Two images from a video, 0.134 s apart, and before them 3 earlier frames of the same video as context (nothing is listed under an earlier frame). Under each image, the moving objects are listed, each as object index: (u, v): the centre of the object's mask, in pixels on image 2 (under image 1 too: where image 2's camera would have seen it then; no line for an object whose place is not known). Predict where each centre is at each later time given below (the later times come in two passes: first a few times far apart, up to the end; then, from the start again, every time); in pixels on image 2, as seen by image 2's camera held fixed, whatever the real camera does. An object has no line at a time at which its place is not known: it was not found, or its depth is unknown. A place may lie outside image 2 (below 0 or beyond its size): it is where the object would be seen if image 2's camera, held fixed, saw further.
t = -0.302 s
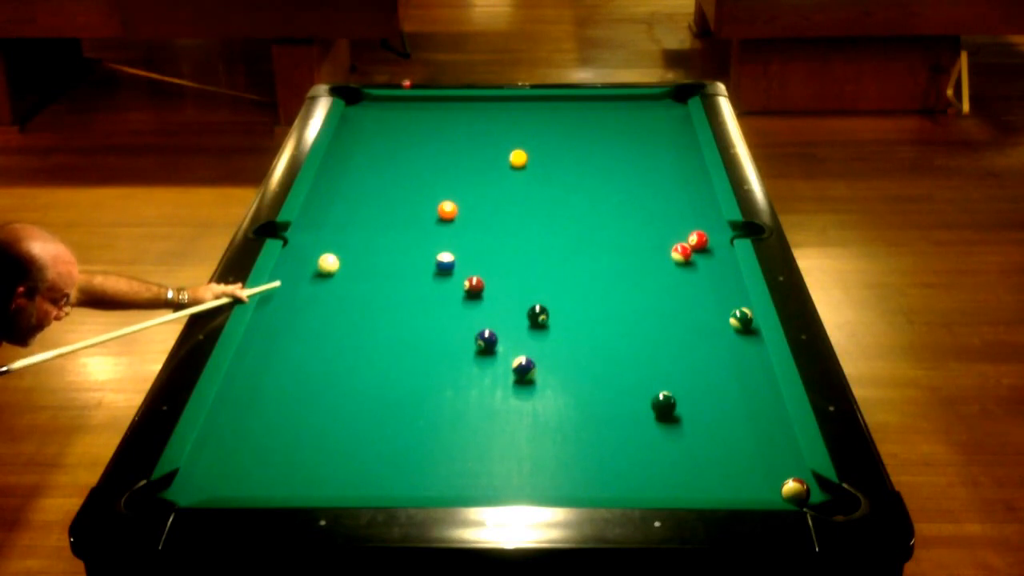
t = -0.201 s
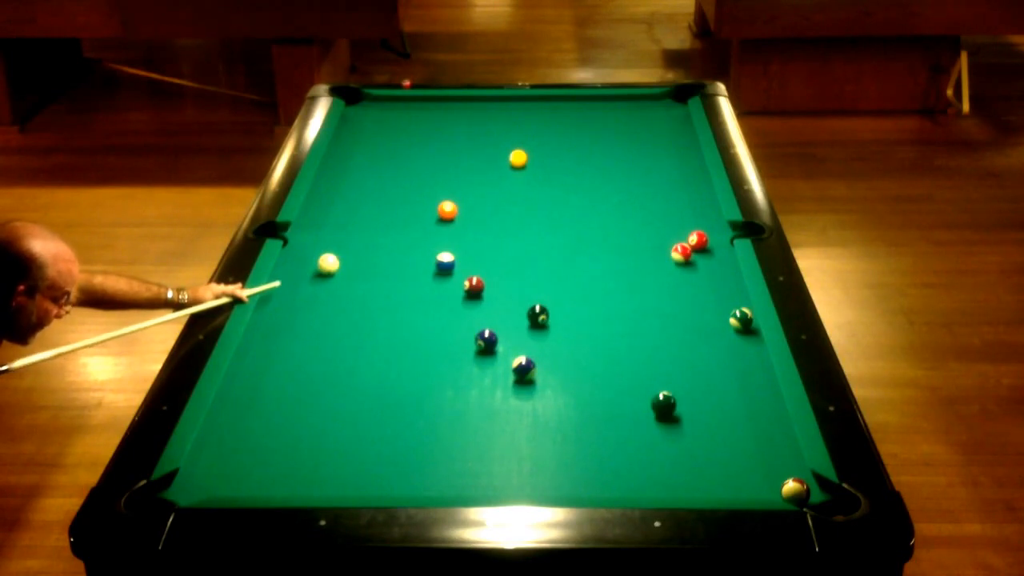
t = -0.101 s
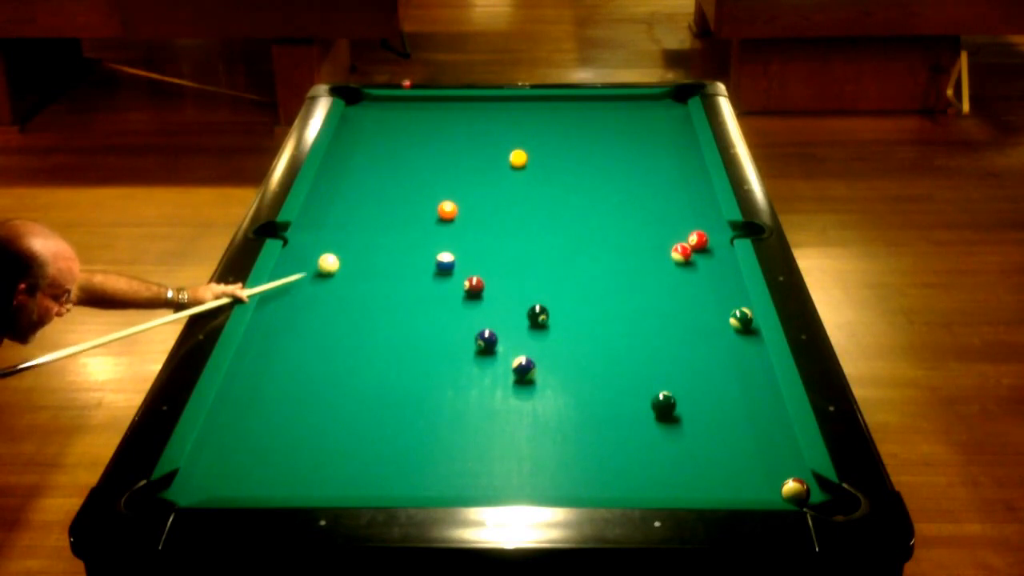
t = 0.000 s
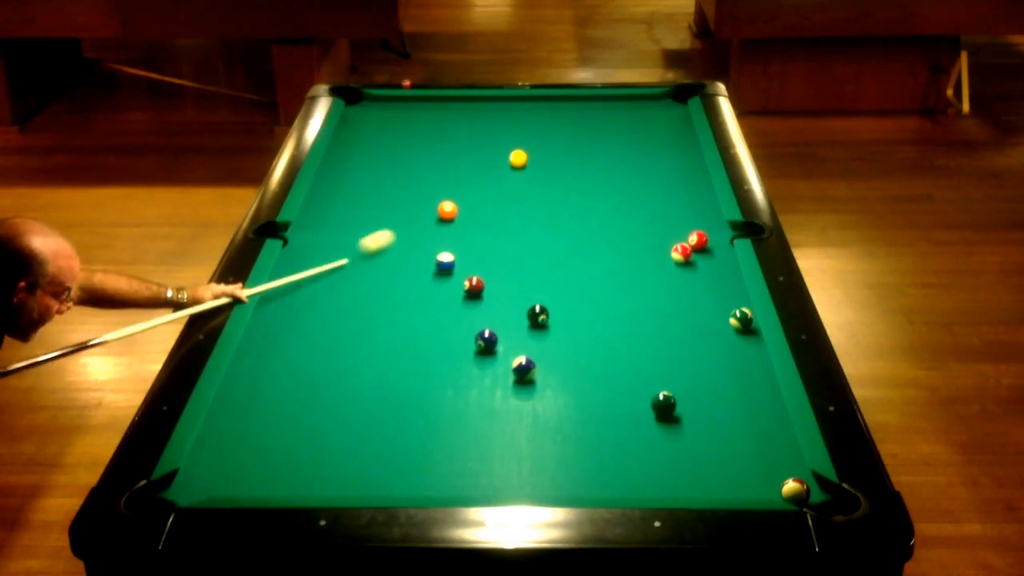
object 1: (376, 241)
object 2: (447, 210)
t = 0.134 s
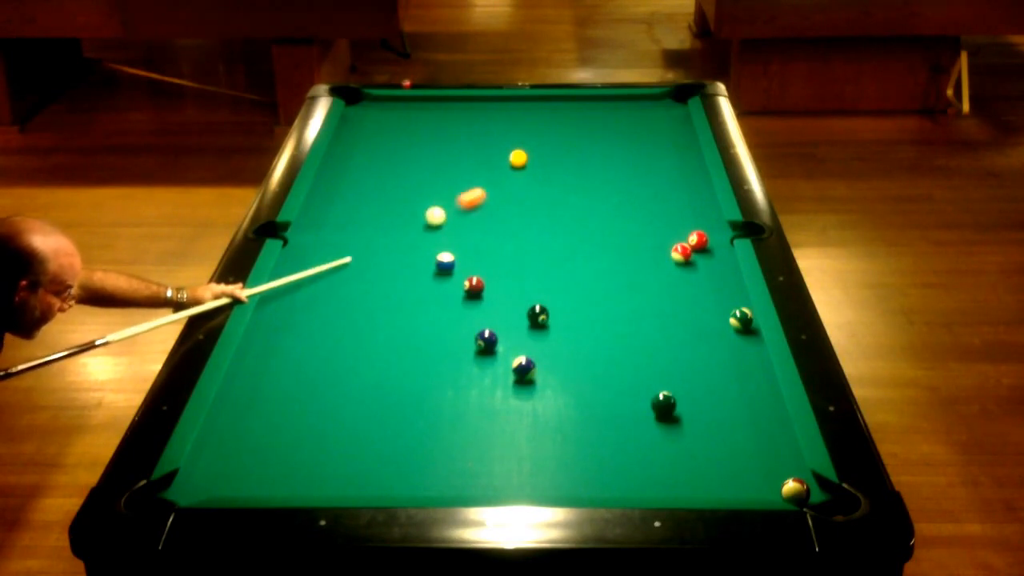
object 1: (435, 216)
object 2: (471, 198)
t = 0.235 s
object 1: (437, 216)
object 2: (519, 176)
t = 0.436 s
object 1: (438, 217)
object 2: (592, 141)
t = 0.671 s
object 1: (439, 217)
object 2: (660, 109)
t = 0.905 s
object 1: (439, 218)
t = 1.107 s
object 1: (438, 217)
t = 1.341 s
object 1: (438, 218)
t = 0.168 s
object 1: (436, 216)
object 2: (488, 190)
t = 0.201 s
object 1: (436, 216)
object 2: (504, 183)
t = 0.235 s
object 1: (437, 216)
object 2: (519, 176)
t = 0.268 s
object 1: (437, 217)
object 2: (533, 169)
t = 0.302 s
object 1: (437, 217)
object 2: (547, 163)
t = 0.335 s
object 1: (437, 217)
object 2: (559, 157)
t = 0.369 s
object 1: (437, 217)
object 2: (570, 152)
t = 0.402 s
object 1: (438, 217)
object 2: (581, 146)
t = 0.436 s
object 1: (438, 217)
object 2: (592, 141)
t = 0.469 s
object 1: (438, 217)
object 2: (602, 137)
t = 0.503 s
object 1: (438, 217)
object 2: (612, 132)
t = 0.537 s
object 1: (438, 218)
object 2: (622, 127)
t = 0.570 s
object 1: (438, 218)
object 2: (632, 122)
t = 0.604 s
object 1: (438, 218)
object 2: (642, 118)
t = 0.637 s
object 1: (439, 217)
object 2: (651, 114)
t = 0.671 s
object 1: (439, 217)
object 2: (660, 109)
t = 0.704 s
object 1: (438, 218)
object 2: (669, 105)
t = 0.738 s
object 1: (439, 217)
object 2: (677, 100)
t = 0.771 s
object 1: (438, 218)
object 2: (685, 96)
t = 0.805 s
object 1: (439, 217)
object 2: (693, 92)
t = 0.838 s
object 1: (439, 218)
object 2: (693, 94)
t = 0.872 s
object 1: (439, 217)
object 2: (687, 99)
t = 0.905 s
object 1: (439, 218)
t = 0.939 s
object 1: (439, 217)
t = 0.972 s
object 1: (438, 218)
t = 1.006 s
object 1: (439, 217)
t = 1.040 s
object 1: (438, 218)
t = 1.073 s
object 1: (438, 217)
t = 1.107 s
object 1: (438, 217)
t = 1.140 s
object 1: (438, 218)
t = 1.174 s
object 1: (438, 217)
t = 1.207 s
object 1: (439, 217)
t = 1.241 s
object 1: (438, 218)
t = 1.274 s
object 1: (438, 218)
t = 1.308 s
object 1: (438, 218)
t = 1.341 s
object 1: (438, 218)
